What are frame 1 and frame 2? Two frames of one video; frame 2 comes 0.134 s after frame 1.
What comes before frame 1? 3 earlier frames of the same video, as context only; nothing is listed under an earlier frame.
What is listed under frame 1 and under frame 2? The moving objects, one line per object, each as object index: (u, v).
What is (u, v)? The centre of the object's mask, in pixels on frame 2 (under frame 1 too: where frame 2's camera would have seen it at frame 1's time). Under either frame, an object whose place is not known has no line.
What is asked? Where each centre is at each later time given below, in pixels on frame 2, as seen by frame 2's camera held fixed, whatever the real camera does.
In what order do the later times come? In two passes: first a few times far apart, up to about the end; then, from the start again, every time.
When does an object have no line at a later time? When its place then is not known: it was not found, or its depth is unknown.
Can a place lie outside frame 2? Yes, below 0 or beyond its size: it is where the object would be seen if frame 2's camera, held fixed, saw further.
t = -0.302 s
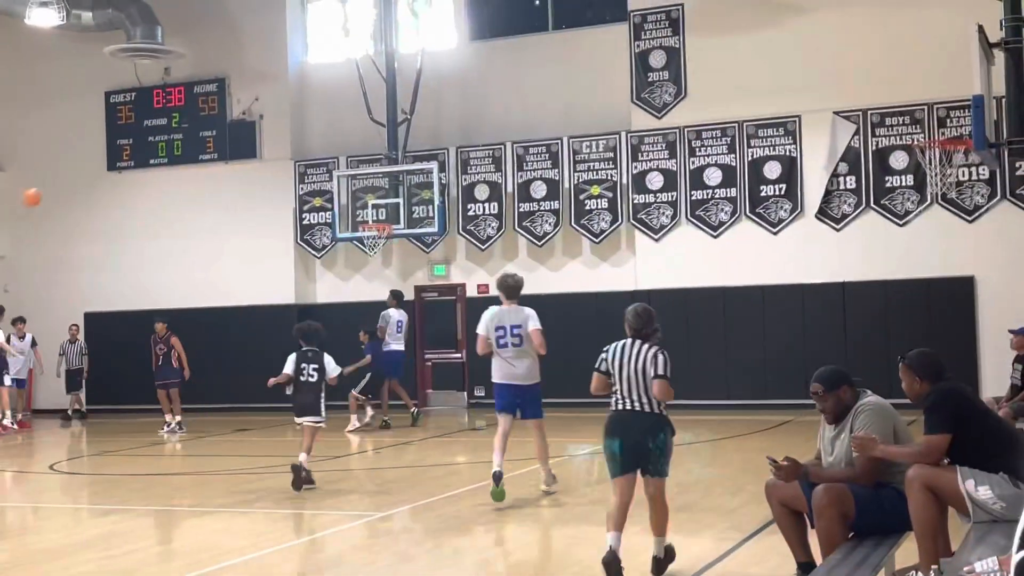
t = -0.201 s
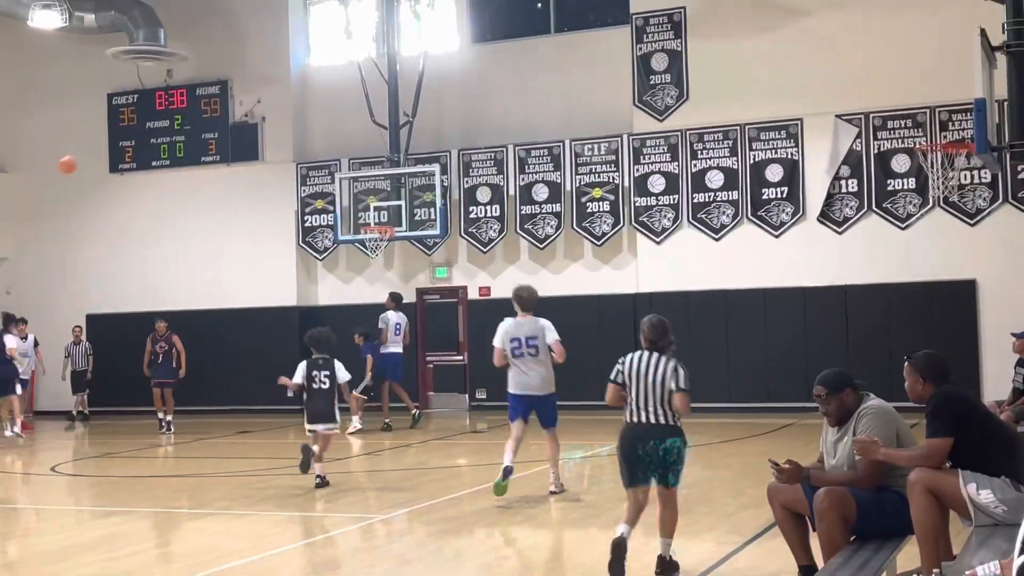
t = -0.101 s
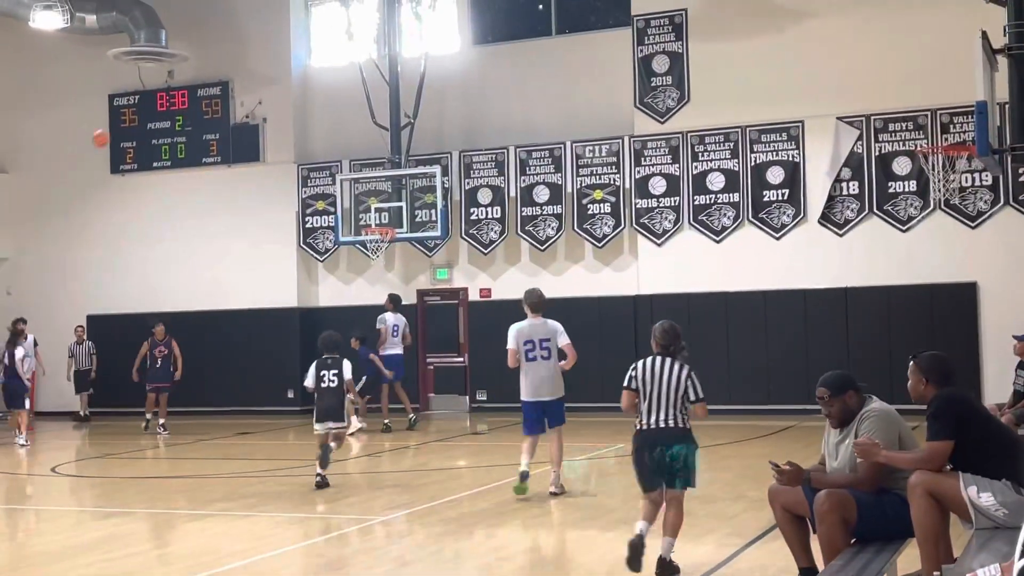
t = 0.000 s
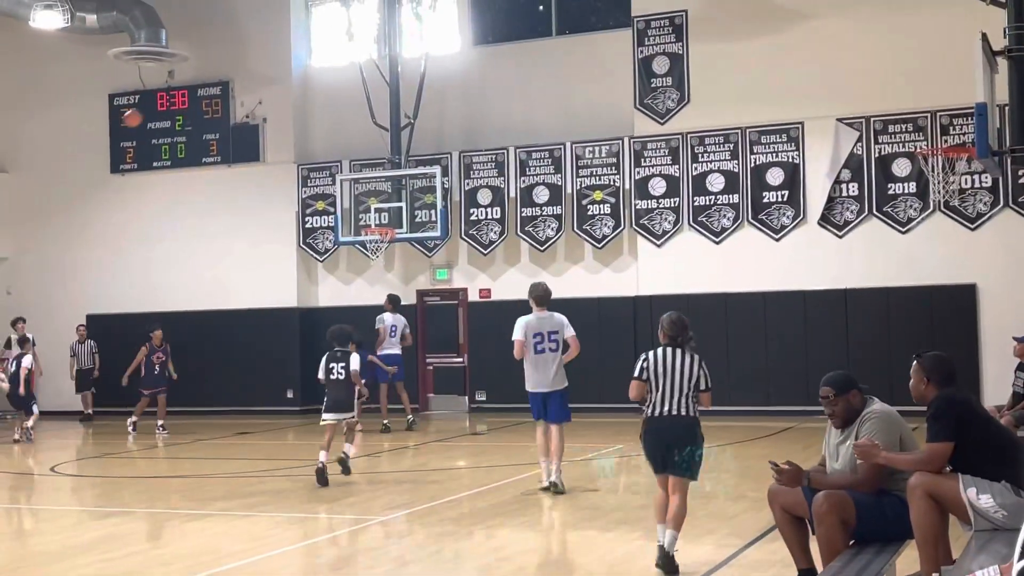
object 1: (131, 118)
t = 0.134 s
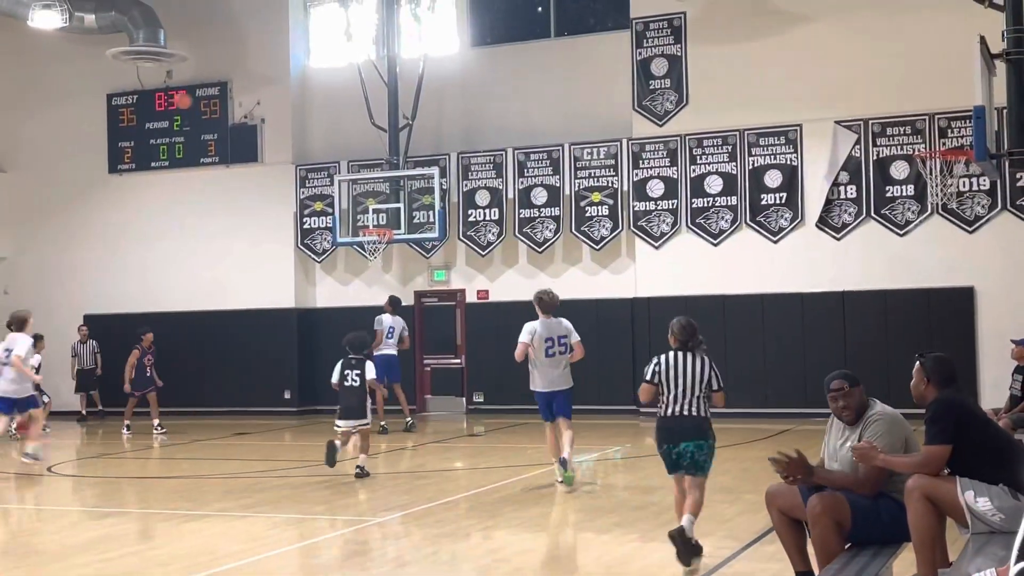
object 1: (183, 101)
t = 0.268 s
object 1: (225, 100)
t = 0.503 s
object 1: (294, 126)
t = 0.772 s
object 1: (371, 196)
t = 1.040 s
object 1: (378, 246)
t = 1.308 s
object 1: (359, 260)
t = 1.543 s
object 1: (343, 310)
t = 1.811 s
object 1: (328, 407)
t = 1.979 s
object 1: (323, 387)
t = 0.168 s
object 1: (193, 100)
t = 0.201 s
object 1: (204, 100)
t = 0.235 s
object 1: (214, 100)
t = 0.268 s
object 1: (225, 100)
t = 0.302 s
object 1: (234, 102)
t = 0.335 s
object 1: (244, 103)
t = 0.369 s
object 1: (254, 107)
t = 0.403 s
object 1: (265, 111)
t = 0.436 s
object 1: (275, 115)
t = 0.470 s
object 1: (284, 120)
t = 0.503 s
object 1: (294, 126)
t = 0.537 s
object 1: (304, 132)
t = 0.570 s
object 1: (313, 139)
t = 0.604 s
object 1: (323, 147)
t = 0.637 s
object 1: (332, 155)
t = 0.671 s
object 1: (342, 164)
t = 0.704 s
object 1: (353, 174)
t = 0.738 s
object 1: (361, 185)
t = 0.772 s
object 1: (371, 196)
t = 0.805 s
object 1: (378, 205)
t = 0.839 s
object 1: (379, 213)
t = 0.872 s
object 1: (380, 222)
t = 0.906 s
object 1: (384, 232)
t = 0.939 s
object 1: (384, 240)
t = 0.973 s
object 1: (382, 245)
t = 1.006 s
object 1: (380, 247)
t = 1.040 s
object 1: (378, 246)
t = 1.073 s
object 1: (376, 246)
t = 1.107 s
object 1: (372, 247)
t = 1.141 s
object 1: (369, 247)
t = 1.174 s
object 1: (367, 248)
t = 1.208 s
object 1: (365, 249)
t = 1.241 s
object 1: (363, 253)
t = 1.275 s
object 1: (361, 256)
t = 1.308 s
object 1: (359, 260)
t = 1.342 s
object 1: (357, 265)
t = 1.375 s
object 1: (354, 271)
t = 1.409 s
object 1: (353, 277)
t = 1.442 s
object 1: (350, 284)
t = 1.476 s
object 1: (348, 292)
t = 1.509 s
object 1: (346, 301)
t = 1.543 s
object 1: (343, 310)
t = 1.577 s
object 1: (341, 319)
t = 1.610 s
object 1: (339, 330)
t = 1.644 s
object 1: (337, 341)
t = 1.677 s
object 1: (335, 353)
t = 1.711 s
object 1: (333, 366)
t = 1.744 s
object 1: (331, 379)
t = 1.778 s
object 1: (329, 393)
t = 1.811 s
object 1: (328, 407)
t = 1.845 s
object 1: (326, 424)
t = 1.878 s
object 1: (326, 419)
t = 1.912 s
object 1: (324, 407)
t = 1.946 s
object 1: (323, 397)
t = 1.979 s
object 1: (323, 387)
